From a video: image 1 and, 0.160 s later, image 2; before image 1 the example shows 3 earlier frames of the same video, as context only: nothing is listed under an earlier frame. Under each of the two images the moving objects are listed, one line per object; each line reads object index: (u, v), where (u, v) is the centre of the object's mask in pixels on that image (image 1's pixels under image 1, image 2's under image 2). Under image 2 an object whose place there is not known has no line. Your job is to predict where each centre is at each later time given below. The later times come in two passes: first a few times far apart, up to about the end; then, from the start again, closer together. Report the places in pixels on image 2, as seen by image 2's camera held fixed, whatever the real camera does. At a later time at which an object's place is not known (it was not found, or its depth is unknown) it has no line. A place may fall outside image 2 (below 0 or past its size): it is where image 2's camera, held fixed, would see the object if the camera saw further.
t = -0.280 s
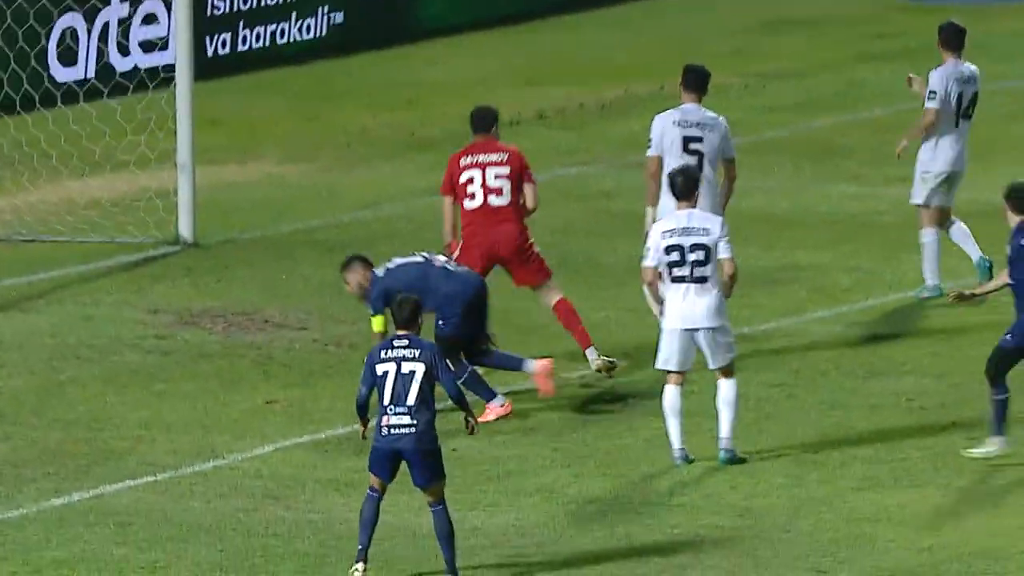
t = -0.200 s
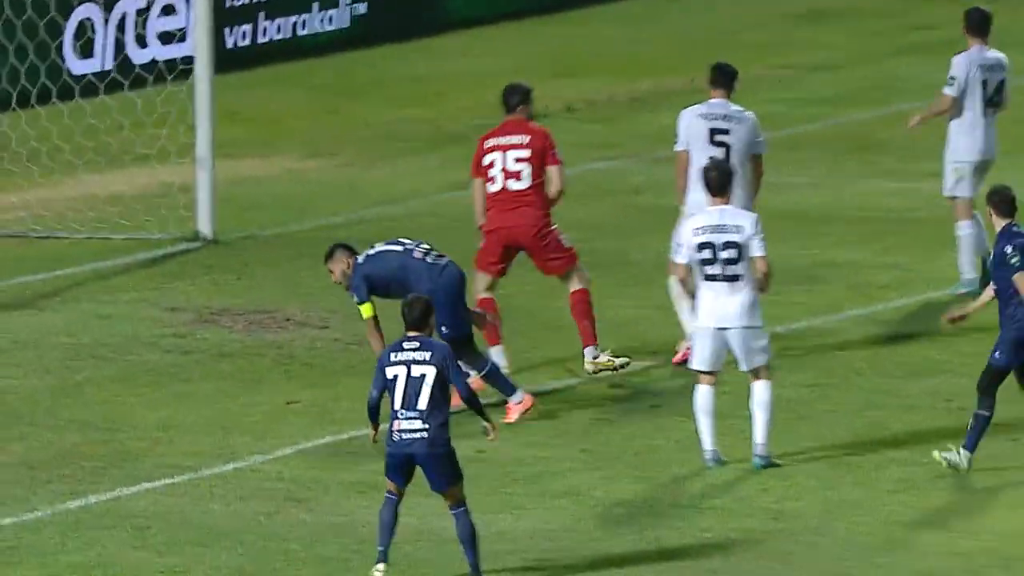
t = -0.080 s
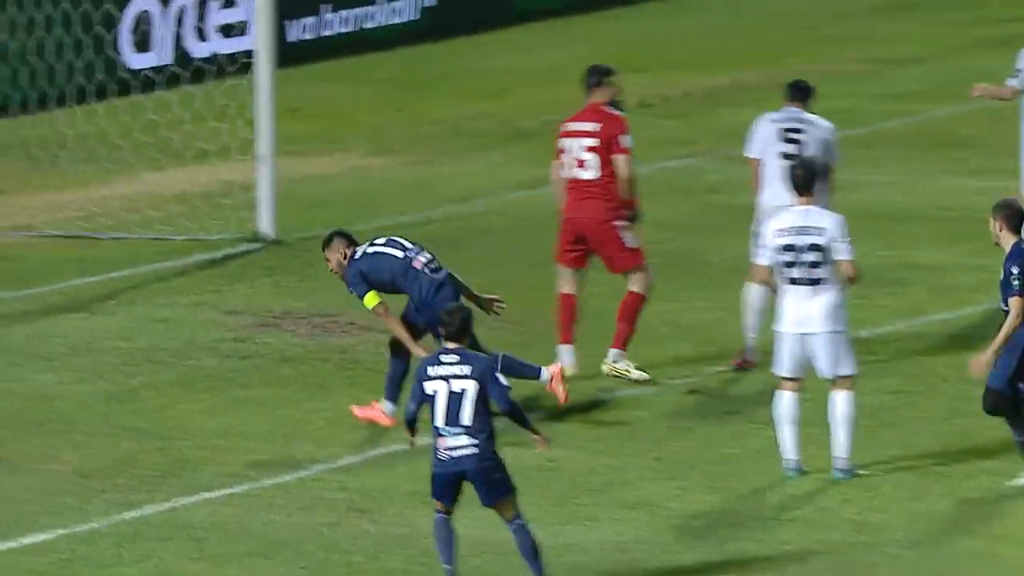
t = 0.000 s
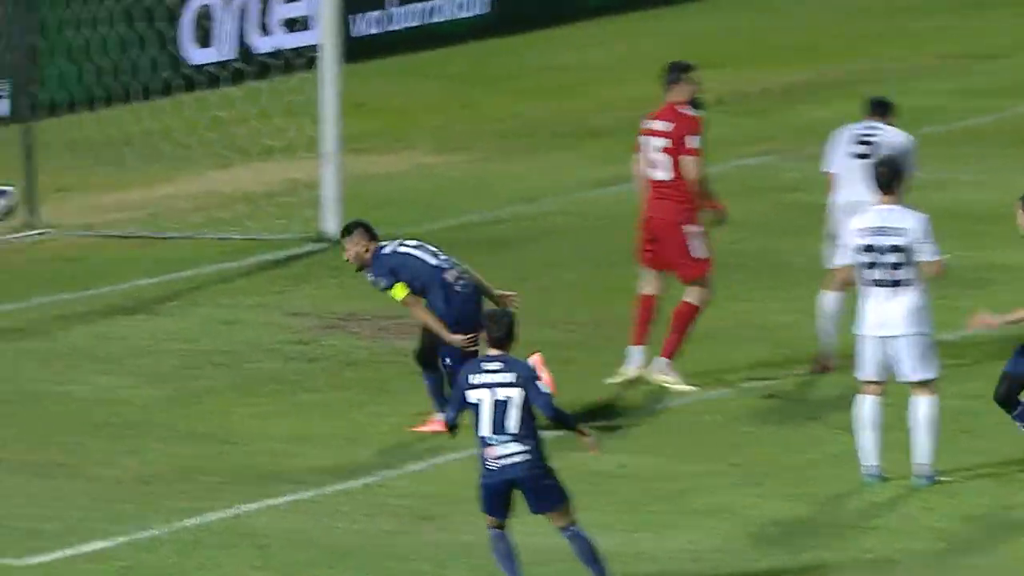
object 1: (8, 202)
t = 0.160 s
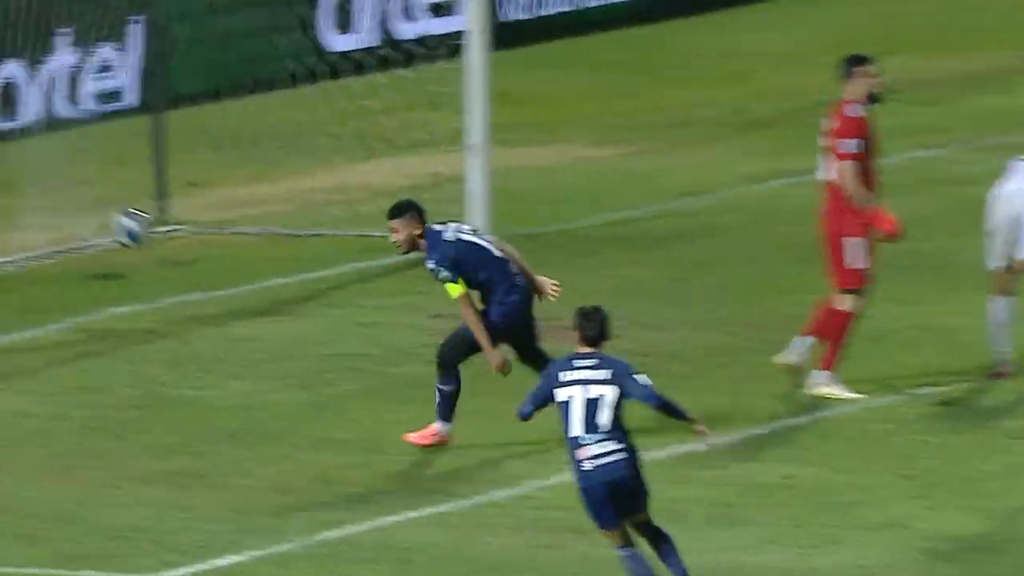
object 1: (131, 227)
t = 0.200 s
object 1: (132, 242)
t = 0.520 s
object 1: (133, 261)
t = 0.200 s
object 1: (132, 242)
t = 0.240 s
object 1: (129, 256)
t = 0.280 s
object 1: (129, 251)
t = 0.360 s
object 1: (131, 245)
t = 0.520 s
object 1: (133, 261)
